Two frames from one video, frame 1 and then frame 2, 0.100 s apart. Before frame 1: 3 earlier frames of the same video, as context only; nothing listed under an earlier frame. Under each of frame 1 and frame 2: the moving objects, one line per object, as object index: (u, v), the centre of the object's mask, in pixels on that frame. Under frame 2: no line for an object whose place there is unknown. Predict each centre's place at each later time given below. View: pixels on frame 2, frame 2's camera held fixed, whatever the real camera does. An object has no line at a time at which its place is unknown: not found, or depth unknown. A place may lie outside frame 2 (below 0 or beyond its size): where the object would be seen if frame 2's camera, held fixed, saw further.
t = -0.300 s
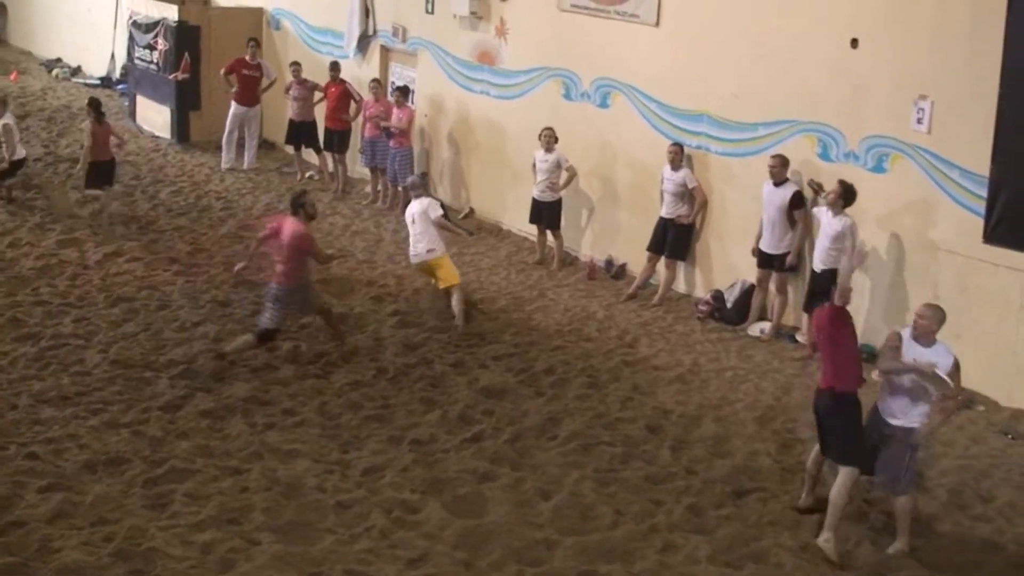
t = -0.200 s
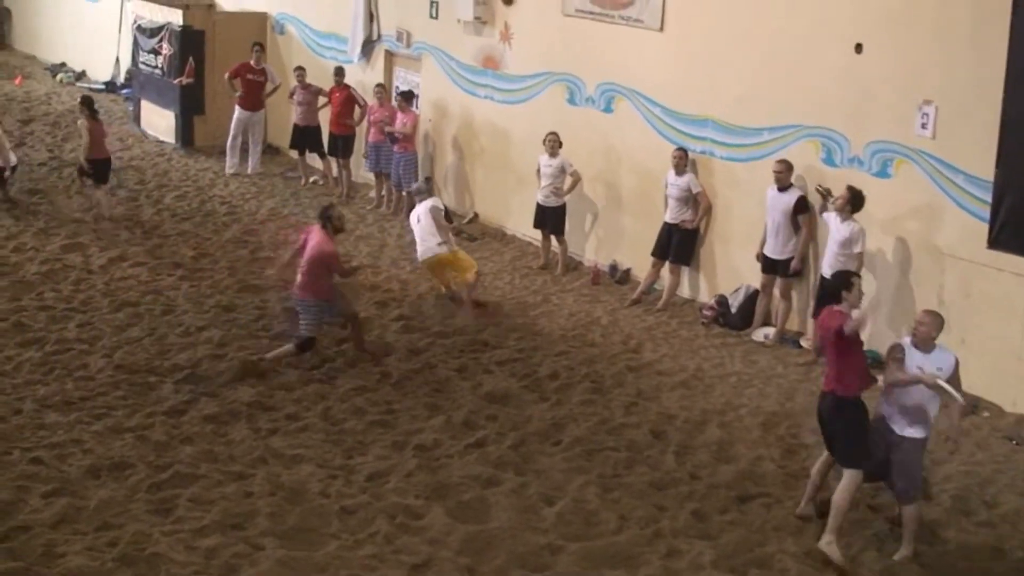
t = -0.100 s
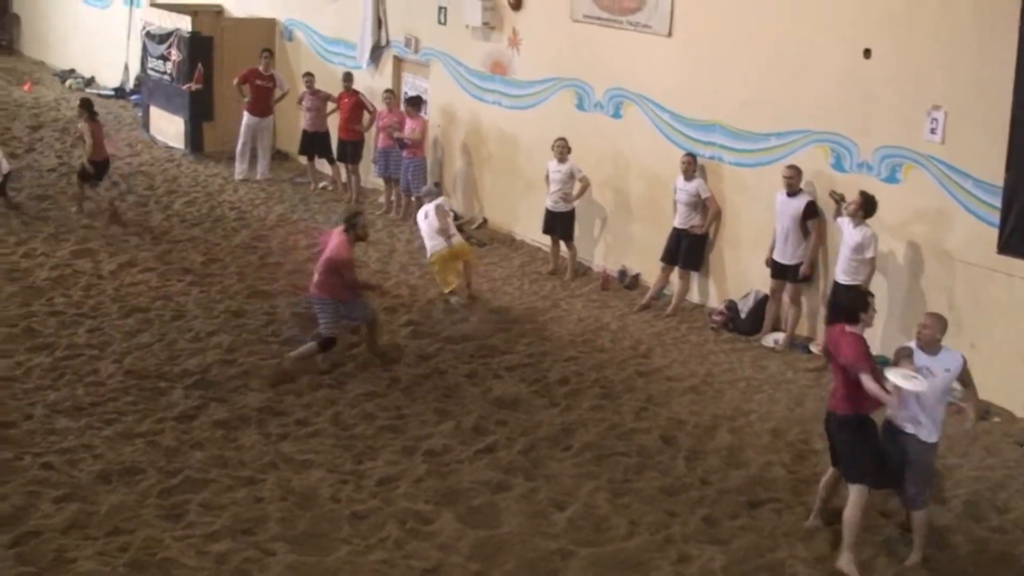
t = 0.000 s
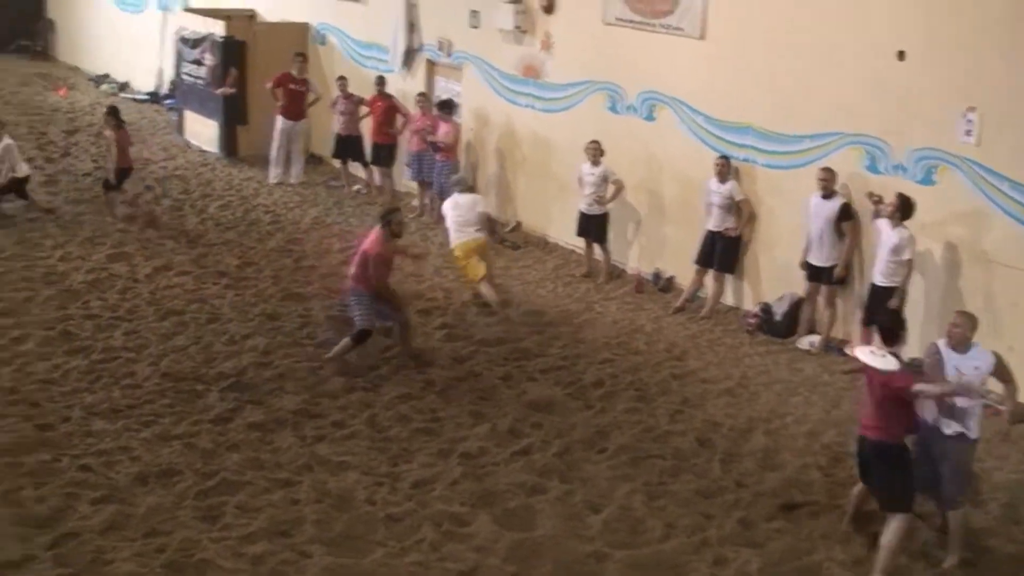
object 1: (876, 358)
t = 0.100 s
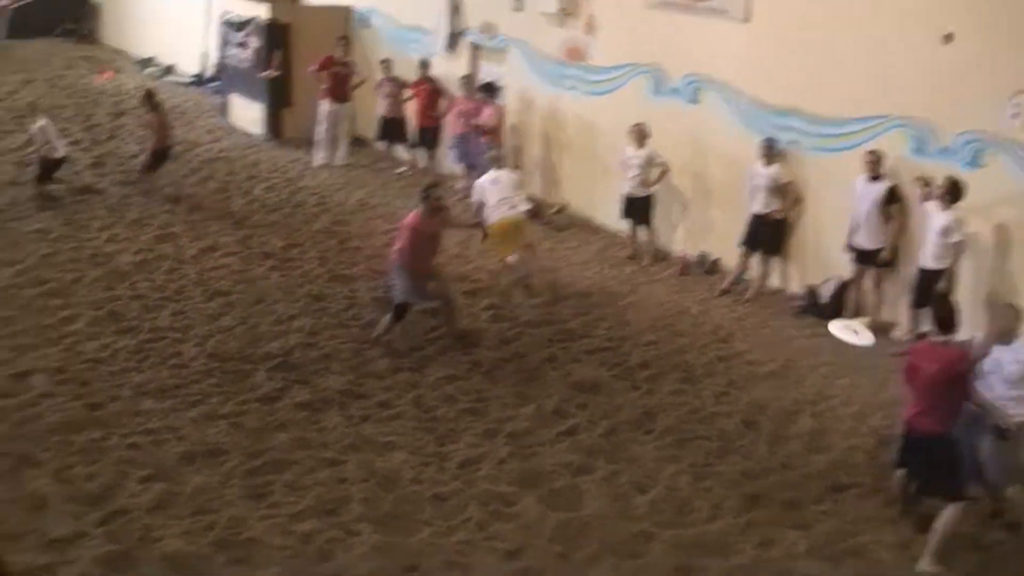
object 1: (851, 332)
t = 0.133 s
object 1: (828, 333)
